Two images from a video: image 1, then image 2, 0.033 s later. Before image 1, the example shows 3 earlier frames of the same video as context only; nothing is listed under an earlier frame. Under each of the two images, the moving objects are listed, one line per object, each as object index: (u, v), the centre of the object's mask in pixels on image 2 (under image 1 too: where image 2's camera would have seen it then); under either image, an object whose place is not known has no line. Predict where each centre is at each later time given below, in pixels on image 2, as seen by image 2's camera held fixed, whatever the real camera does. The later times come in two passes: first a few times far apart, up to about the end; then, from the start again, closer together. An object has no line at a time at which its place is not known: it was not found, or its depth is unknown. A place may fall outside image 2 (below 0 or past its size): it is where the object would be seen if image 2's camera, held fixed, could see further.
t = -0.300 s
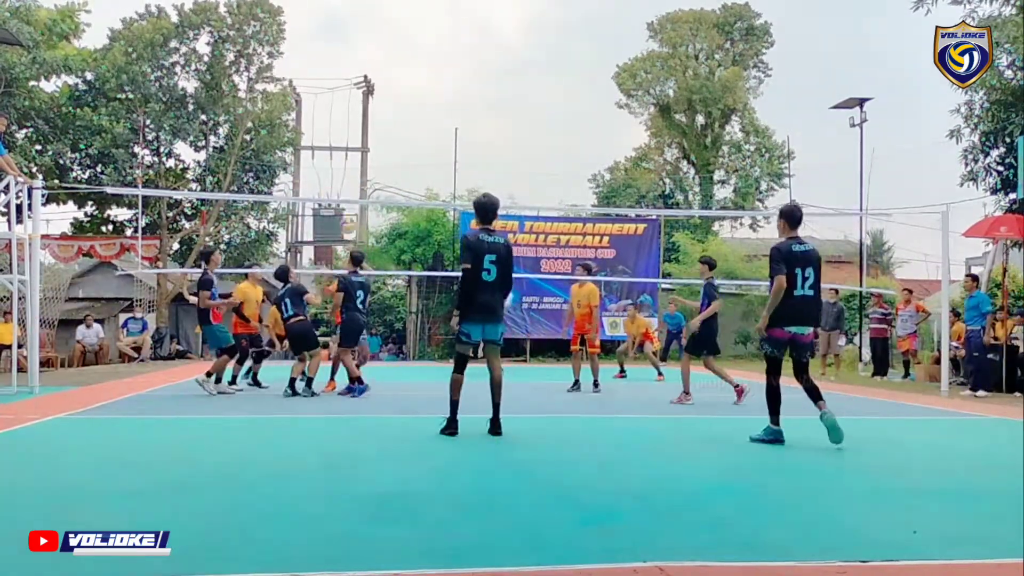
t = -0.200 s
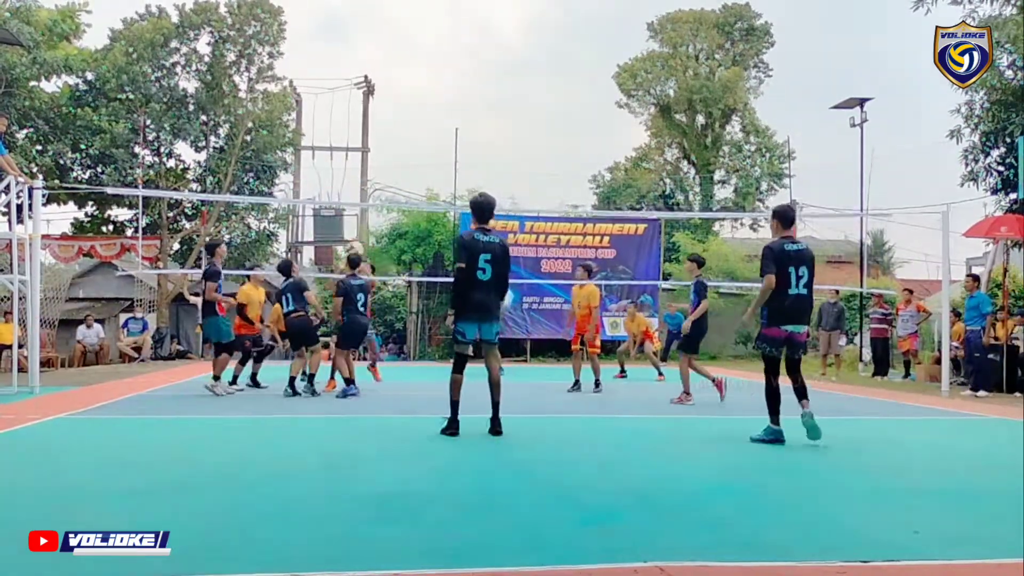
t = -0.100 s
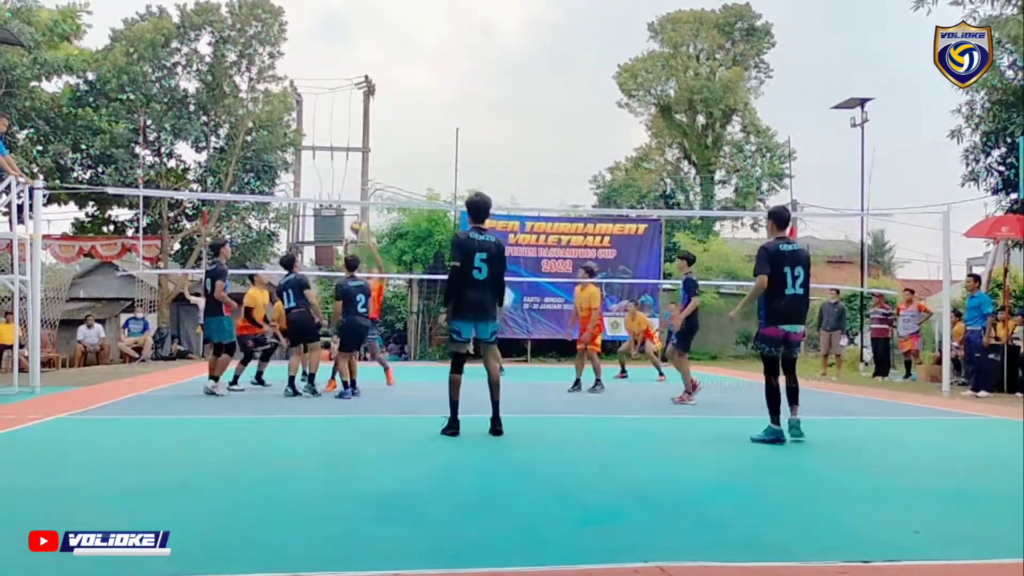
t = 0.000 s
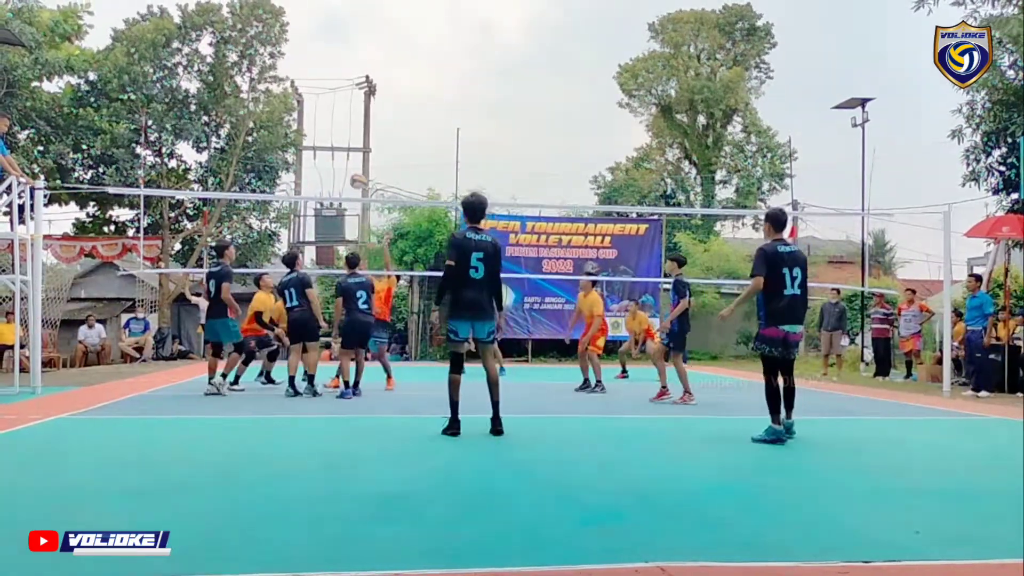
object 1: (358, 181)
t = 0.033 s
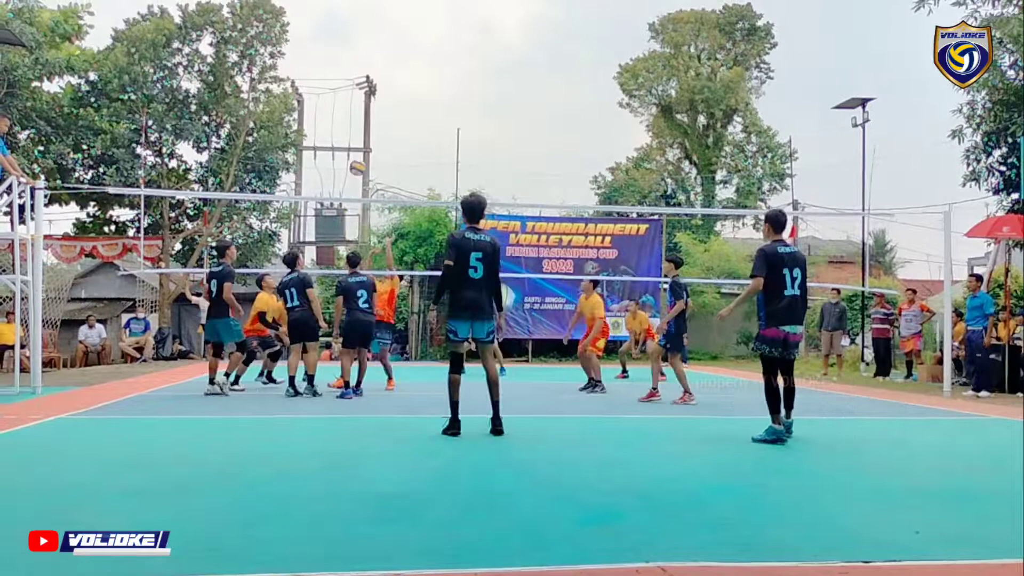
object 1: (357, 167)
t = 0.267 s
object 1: (353, 96)
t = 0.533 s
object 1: (349, 66)
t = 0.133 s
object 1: (355, 132)
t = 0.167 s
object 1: (354, 121)
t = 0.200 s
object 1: (354, 111)
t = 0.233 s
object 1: (353, 103)
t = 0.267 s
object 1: (353, 96)
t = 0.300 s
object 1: (352, 89)
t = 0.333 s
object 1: (353, 84)
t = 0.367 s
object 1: (352, 79)
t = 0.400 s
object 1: (351, 75)
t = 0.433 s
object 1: (350, 71)
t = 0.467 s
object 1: (350, 69)
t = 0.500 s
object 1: (349, 67)
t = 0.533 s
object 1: (349, 66)
